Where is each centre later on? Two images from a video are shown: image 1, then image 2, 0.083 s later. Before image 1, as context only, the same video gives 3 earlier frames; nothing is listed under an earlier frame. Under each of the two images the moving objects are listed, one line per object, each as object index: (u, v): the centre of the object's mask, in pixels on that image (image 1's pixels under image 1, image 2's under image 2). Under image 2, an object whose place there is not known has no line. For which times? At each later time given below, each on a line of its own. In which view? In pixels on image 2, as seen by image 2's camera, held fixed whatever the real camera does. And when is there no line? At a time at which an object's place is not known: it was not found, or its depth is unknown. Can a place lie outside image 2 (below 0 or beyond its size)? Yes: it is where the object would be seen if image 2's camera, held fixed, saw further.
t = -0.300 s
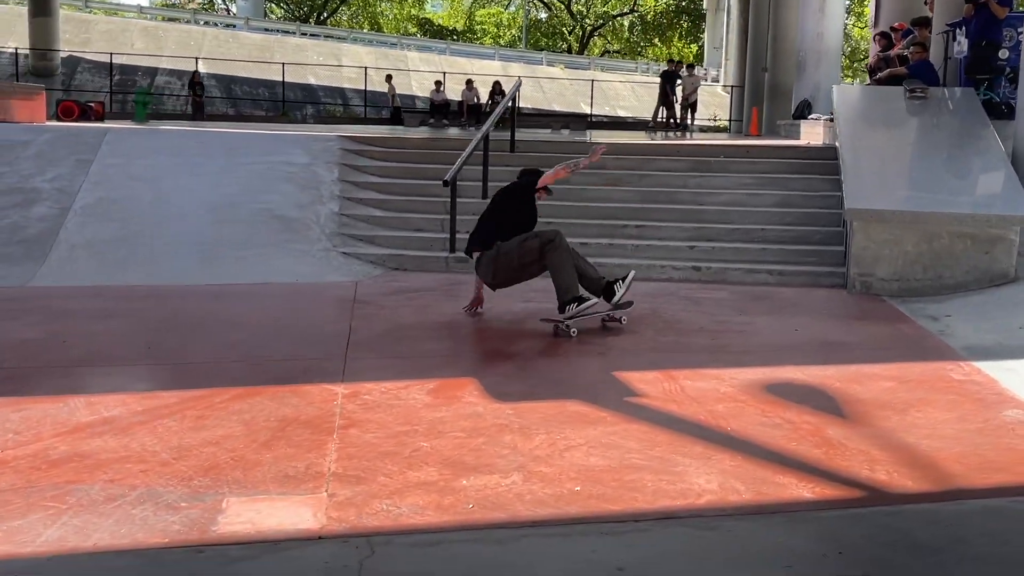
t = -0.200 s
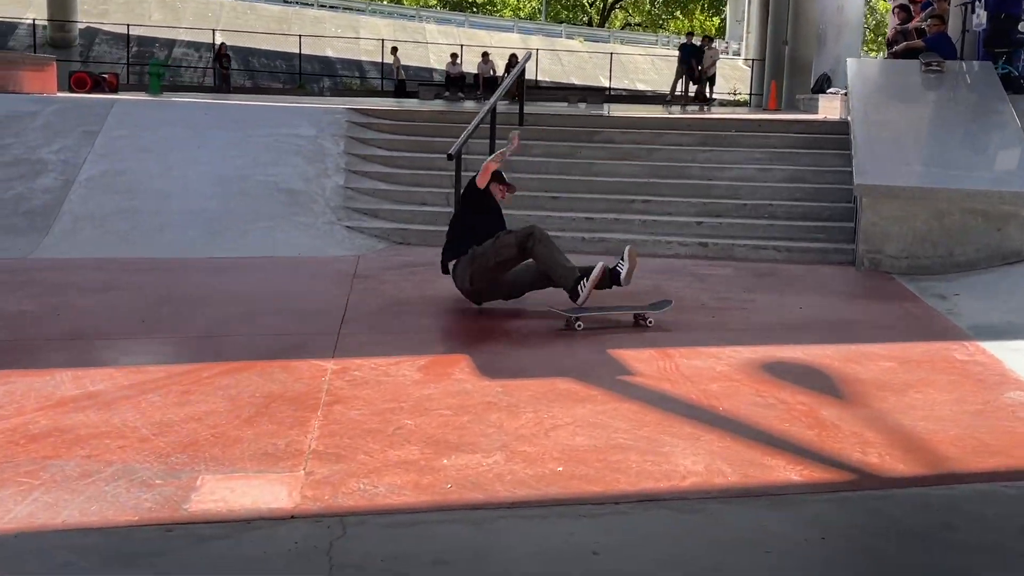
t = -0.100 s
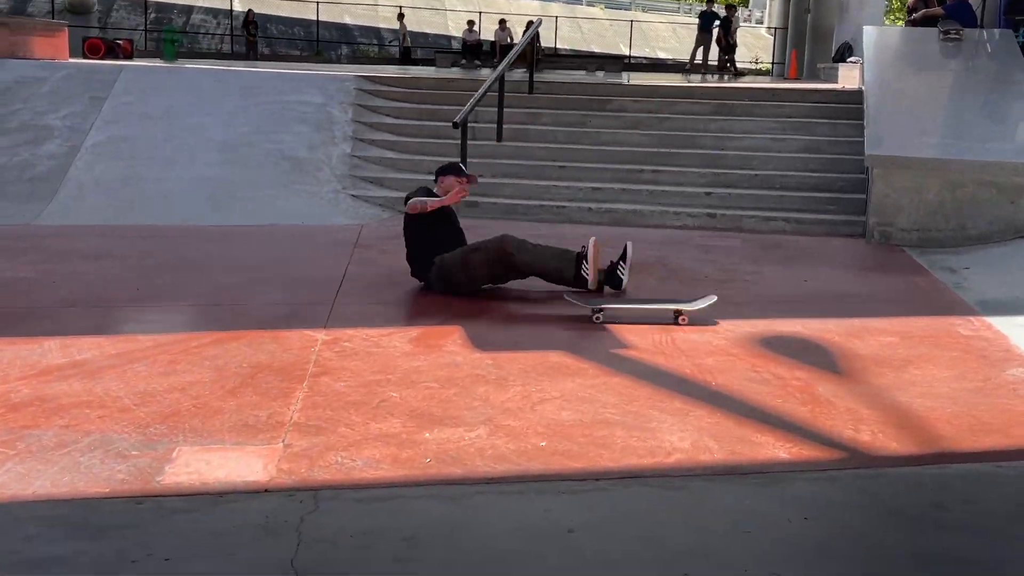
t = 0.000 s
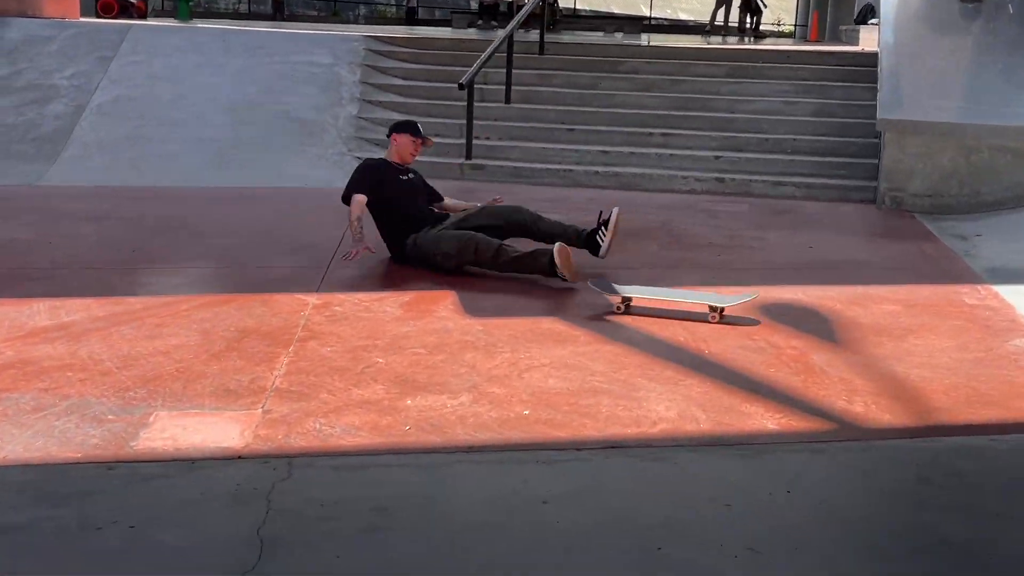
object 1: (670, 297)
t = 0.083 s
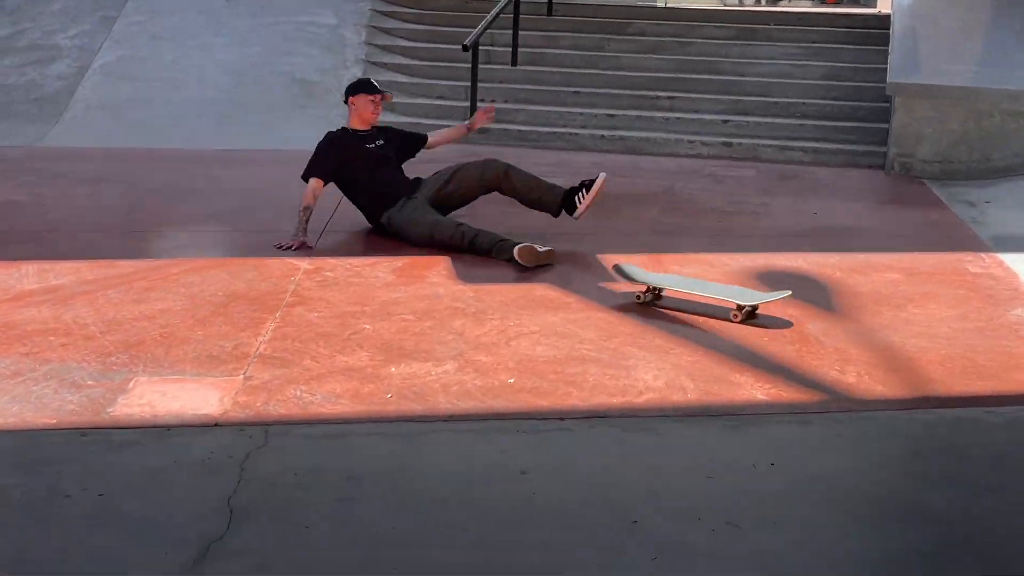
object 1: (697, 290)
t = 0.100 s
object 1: (704, 296)
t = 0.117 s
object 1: (711, 301)
